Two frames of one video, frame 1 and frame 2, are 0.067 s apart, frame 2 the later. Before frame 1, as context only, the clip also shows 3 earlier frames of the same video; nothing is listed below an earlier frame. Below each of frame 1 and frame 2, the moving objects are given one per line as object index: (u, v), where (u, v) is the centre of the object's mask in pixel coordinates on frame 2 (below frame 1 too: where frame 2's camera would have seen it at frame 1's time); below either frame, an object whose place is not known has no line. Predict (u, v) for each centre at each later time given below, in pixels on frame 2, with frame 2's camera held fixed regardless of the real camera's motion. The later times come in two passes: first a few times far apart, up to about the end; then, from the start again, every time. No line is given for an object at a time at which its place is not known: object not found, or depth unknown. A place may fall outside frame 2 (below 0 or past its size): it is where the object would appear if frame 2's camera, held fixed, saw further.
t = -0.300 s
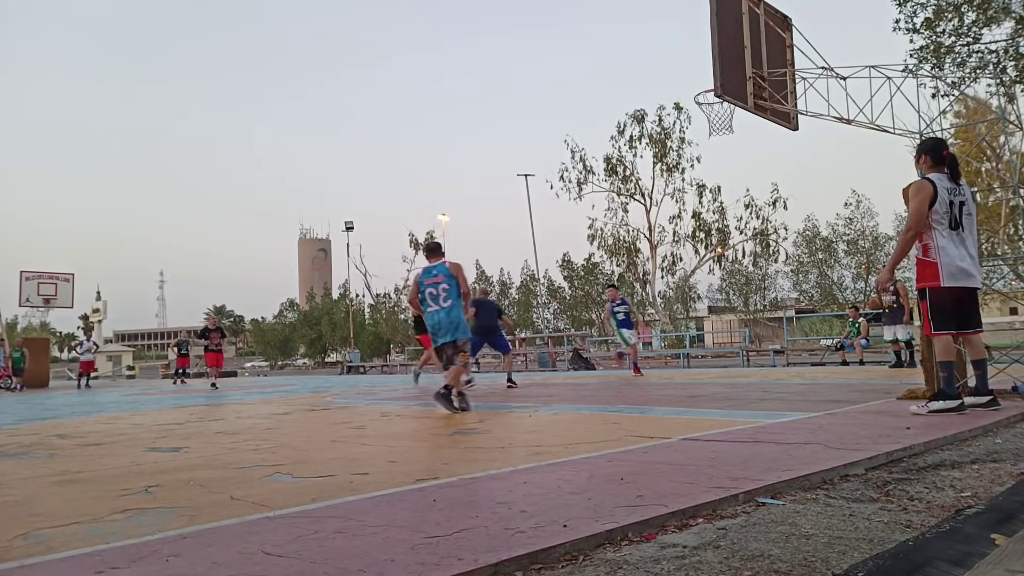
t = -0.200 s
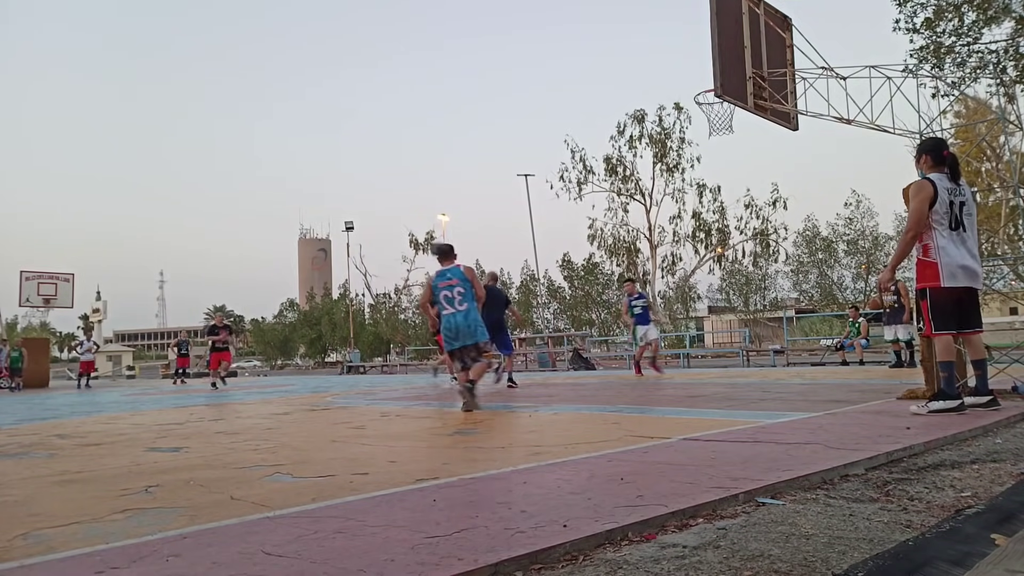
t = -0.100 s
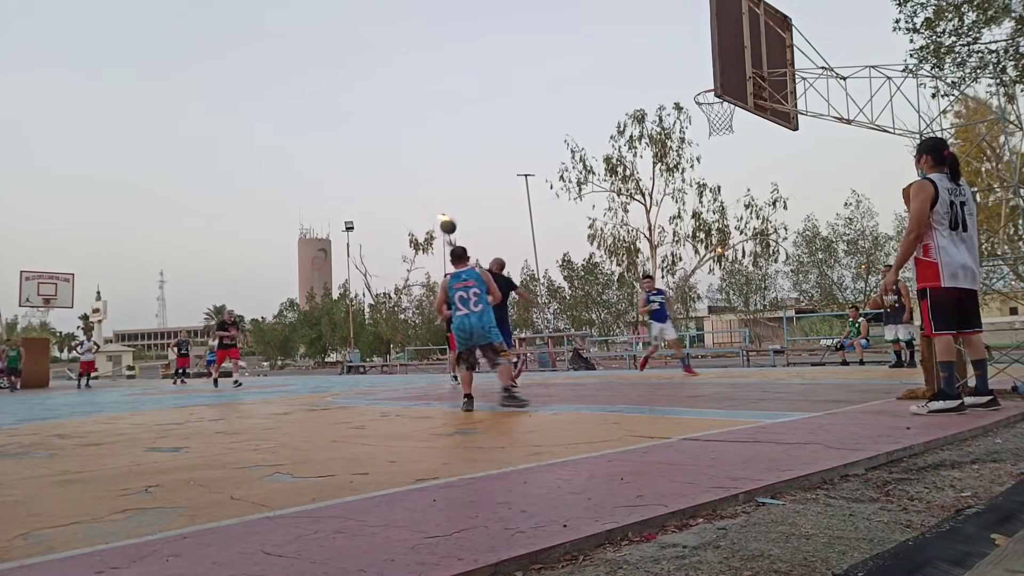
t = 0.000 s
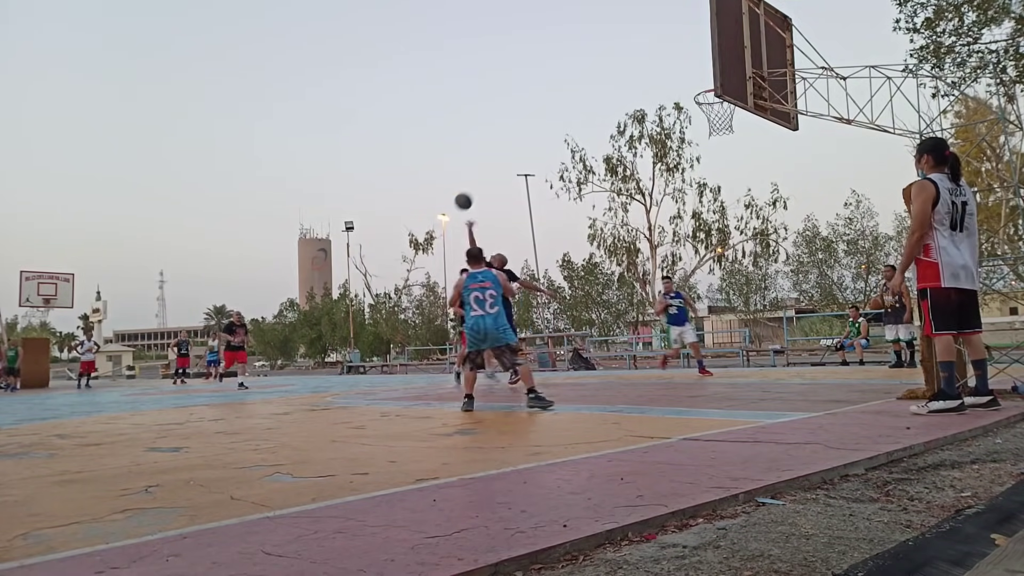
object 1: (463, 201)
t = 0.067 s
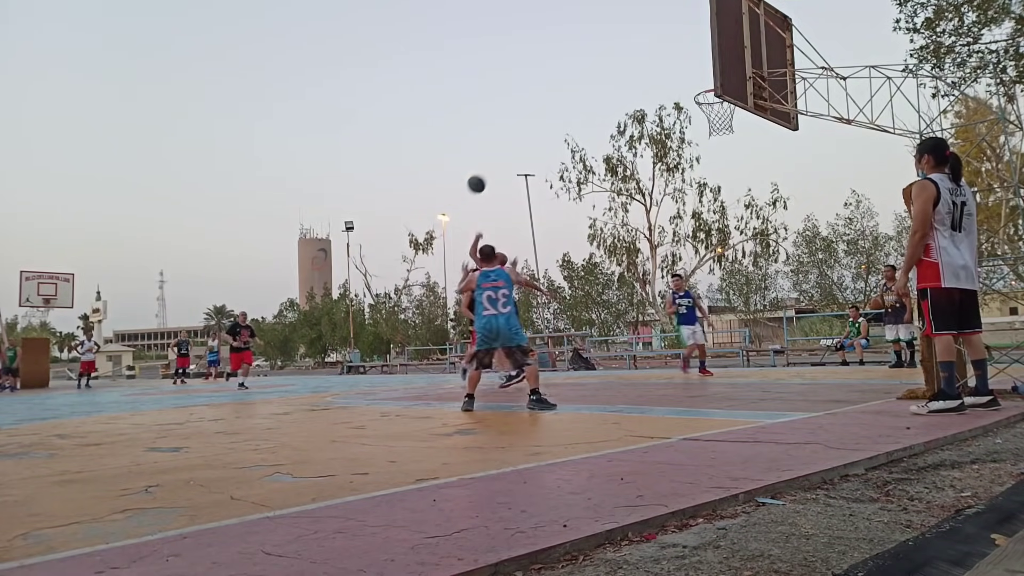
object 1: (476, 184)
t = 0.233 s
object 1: (515, 151)
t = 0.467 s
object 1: (592, 141)
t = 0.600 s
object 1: (657, 166)
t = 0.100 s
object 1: (483, 176)
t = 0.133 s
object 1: (490, 169)
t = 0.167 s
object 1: (498, 162)
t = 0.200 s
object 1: (507, 156)
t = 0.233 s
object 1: (515, 151)
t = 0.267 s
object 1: (525, 147)
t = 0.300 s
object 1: (534, 143)
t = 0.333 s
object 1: (544, 141)
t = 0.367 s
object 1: (555, 139)
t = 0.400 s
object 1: (567, 139)
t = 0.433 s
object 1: (579, 140)
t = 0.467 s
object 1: (592, 141)
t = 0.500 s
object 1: (607, 145)
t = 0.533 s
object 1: (622, 150)
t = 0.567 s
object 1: (639, 157)
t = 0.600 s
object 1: (657, 166)
